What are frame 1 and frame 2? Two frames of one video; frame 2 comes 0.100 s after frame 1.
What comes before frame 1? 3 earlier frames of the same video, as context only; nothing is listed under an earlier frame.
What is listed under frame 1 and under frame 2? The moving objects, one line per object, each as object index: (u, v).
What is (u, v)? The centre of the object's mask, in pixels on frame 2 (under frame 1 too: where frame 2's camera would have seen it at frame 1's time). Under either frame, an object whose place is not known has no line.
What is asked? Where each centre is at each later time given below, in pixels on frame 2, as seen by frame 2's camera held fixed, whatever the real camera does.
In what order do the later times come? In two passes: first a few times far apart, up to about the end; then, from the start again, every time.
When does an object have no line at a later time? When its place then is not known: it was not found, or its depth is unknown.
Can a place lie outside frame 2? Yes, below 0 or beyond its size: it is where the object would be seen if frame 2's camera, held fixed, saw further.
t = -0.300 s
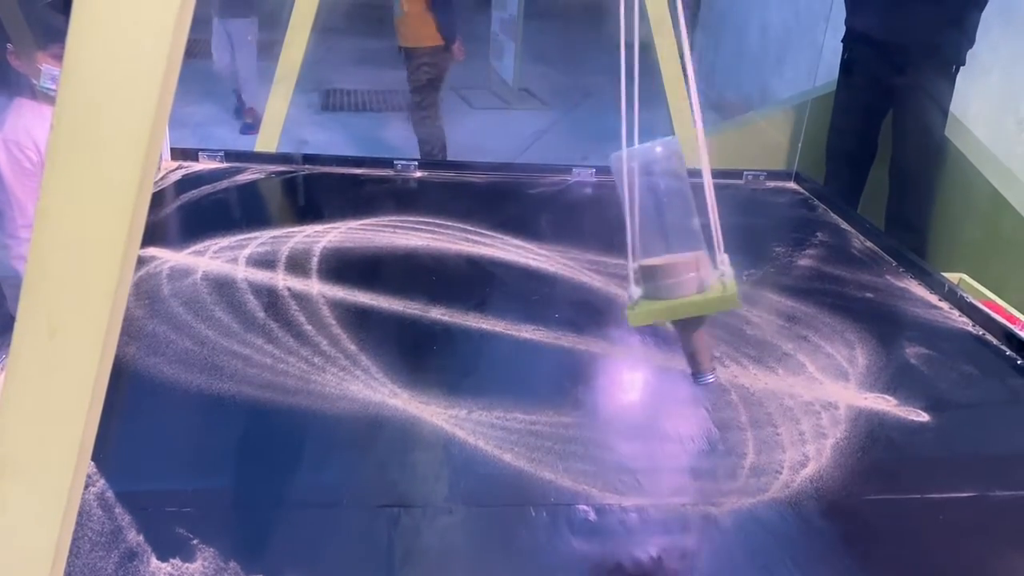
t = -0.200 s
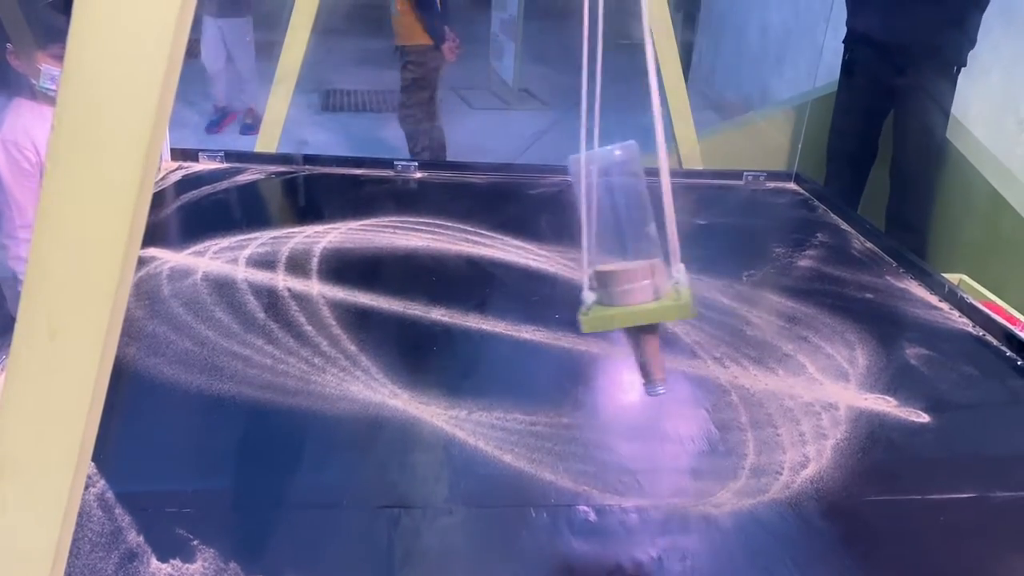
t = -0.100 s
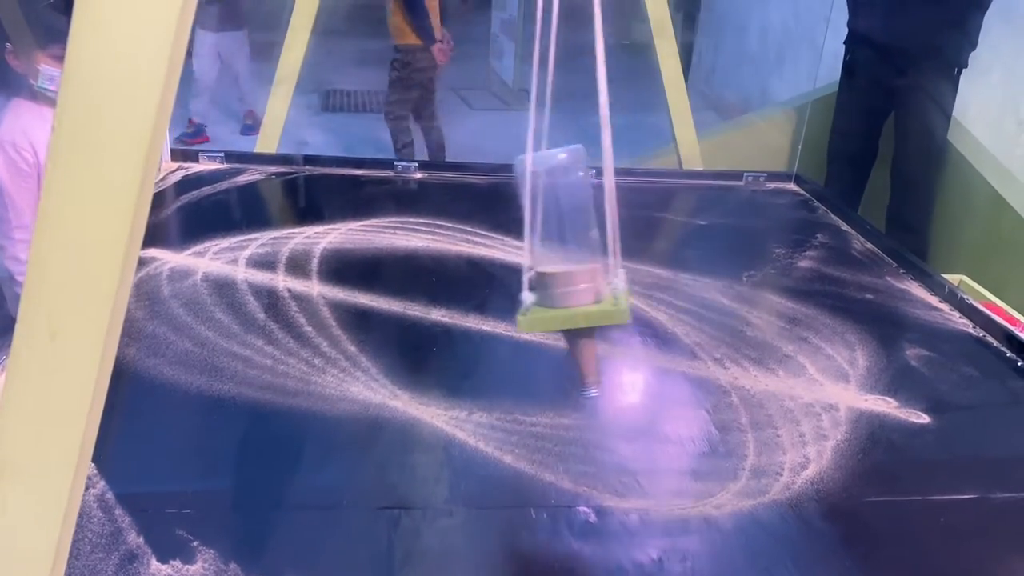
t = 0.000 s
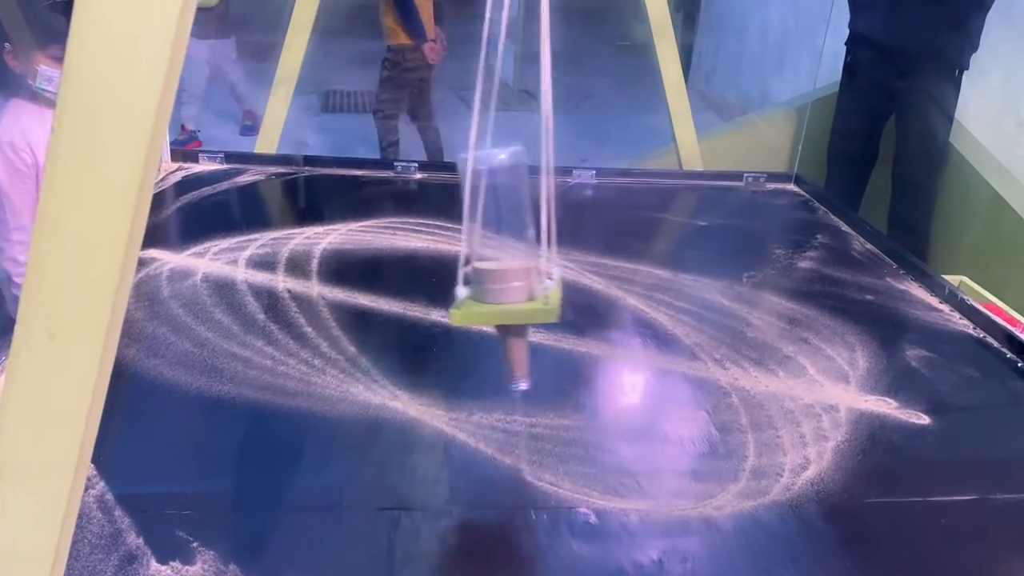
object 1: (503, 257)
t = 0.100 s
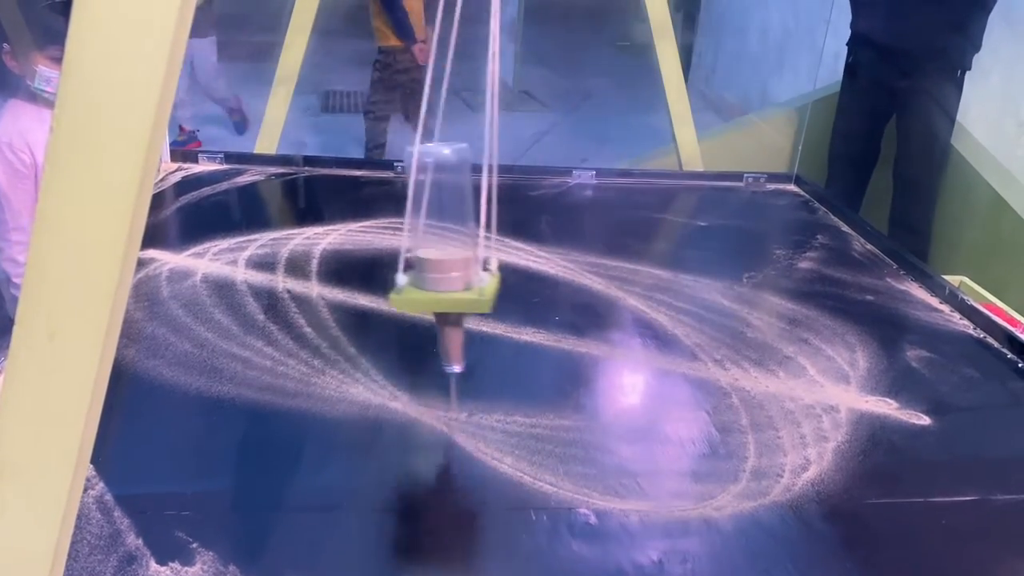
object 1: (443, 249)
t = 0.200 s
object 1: (394, 229)
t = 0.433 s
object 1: (344, 171)
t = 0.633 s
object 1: (356, 126)
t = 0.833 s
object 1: (403, 104)
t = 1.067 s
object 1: (480, 117)
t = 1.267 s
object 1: (554, 154)
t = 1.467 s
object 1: (625, 195)
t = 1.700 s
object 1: (673, 237)
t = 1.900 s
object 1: (649, 256)
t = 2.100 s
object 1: (553, 262)
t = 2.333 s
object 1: (426, 246)
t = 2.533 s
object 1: (365, 206)
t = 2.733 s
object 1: (360, 157)
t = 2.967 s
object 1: (402, 116)
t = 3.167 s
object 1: (459, 107)
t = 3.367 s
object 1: (523, 127)
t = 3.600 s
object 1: (597, 174)
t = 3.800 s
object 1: (646, 218)
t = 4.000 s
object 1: (648, 246)
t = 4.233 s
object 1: (570, 259)
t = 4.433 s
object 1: (466, 256)
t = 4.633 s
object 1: (388, 232)
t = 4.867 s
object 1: (367, 180)
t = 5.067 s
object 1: (394, 139)
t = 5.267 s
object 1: (445, 111)
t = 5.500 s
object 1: (515, 115)
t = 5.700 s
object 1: (574, 144)
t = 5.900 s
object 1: (623, 185)
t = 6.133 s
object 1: (639, 237)
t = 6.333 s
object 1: (595, 255)
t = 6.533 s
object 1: (505, 259)
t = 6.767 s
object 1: (403, 241)
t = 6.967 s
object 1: (371, 209)
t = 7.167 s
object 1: (386, 167)
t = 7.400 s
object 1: (441, 127)
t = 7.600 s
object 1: (501, 112)
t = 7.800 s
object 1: (557, 124)
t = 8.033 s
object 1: (612, 168)
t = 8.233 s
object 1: (631, 214)
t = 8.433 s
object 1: (610, 245)
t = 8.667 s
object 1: (521, 260)
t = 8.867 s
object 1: (427, 254)
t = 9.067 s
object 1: (373, 229)
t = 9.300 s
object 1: (378, 188)
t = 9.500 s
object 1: (421, 150)
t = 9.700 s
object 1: (481, 123)
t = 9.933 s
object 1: (549, 119)
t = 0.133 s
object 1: (425, 244)
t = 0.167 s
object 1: (409, 237)
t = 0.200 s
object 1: (394, 229)
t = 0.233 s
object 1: (382, 222)
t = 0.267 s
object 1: (372, 214)
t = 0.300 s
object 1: (363, 206)
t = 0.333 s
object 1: (356, 196)
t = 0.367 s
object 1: (350, 189)
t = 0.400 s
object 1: (346, 180)
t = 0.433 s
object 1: (344, 171)
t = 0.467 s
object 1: (343, 162)
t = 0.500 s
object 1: (343, 154)
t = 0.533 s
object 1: (345, 146)
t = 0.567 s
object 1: (348, 139)
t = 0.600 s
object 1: (352, 133)
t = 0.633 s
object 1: (356, 126)
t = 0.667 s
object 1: (363, 121)
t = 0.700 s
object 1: (369, 116)
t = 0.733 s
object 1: (377, 112)
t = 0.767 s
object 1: (385, 109)
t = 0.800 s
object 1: (393, 106)
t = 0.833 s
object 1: (403, 104)
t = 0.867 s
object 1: (413, 103)
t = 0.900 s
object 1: (423, 104)
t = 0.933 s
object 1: (434, 105)
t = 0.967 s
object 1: (445, 107)
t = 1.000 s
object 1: (456, 109)
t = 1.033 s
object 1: (468, 113)
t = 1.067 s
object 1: (480, 117)
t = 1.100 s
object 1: (492, 122)
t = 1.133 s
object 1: (505, 129)
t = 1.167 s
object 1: (517, 134)
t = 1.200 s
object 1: (530, 141)
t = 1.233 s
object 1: (542, 147)
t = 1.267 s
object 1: (554, 154)
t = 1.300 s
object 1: (567, 161)
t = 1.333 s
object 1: (579, 168)
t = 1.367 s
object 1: (591, 174)
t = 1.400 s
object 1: (603, 181)
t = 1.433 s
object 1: (614, 188)
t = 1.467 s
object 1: (625, 195)
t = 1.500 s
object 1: (635, 202)
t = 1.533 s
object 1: (644, 209)
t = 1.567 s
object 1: (654, 216)
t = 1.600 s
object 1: (661, 222)
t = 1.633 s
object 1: (667, 227)
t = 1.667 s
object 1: (671, 232)
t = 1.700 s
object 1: (673, 237)
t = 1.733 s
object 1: (674, 241)
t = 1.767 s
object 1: (674, 245)
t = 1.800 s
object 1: (671, 248)
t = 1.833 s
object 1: (666, 251)
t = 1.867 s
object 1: (658, 254)
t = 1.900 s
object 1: (649, 256)
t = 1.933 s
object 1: (636, 258)
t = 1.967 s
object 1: (622, 260)
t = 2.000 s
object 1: (607, 261)
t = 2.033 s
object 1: (589, 262)
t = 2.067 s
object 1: (572, 262)
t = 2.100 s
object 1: (553, 262)
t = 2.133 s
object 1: (534, 262)
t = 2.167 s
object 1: (515, 261)
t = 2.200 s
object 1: (495, 259)
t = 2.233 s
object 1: (476, 257)
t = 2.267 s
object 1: (458, 256)
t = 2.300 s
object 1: (442, 251)
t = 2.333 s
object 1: (426, 246)
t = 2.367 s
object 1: (412, 241)
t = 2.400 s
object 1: (399, 235)
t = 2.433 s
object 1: (388, 229)
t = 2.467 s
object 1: (379, 221)
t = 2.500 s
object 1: (371, 214)
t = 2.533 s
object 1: (365, 206)
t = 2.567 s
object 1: (360, 197)
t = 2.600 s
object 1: (358, 190)
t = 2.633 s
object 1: (356, 182)
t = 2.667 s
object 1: (356, 173)
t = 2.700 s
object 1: (358, 164)
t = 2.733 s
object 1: (360, 157)
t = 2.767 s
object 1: (363, 149)
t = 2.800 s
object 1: (368, 143)
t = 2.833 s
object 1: (373, 136)
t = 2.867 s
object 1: (379, 130)
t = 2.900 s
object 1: (386, 124)
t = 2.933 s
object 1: (394, 120)
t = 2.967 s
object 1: (402, 116)
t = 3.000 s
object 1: (410, 112)
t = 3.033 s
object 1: (419, 108)
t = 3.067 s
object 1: (429, 106)
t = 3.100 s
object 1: (439, 106)
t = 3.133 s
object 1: (449, 105)
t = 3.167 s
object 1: (459, 107)
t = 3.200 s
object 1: (469, 108)
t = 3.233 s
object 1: (479, 110)
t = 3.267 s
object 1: (491, 113)
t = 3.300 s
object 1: (502, 117)
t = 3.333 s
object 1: (512, 122)
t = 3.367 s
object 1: (523, 127)
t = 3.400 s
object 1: (534, 133)
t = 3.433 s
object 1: (545, 138)
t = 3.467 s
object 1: (555, 144)
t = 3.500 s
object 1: (566, 152)
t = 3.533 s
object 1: (577, 160)
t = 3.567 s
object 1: (588, 166)
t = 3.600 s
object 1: (597, 174)
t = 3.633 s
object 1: (607, 182)
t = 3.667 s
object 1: (618, 189)
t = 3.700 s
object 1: (626, 197)
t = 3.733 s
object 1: (634, 204)
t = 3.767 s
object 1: (641, 211)
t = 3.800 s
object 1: (646, 218)
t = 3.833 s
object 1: (650, 223)
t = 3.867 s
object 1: (653, 229)
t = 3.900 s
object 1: (655, 234)
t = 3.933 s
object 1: (654, 238)
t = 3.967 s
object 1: (652, 243)
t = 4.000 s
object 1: (648, 246)
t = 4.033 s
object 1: (643, 250)
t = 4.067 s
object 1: (635, 253)
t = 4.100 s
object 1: (625, 256)
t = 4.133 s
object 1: (614, 257)
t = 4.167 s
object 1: (601, 259)
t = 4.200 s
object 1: (585, 258)
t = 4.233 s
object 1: (570, 259)
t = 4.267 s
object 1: (554, 260)
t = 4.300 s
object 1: (537, 260)
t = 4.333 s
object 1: (519, 260)
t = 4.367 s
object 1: (501, 259)
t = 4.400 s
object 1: (484, 257)
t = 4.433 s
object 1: (466, 256)
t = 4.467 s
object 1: (450, 254)
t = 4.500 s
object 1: (435, 251)
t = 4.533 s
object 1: (421, 247)
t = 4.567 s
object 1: (408, 243)
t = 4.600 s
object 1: (397, 238)
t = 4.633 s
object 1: (388, 232)
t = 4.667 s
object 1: (381, 225)
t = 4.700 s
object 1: (376, 218)
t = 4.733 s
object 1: (371, 211)
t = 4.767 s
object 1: (367, 205)
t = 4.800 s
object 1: (366, 197)
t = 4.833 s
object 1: (365, 189)
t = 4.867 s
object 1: (367, 180)
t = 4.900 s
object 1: (369, 173)
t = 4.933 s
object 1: (373, 166)
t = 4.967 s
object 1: (377, 158)
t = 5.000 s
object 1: (381, 152)
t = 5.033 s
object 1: (387, 145)
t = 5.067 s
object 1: (394, 139)
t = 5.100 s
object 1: (401, 134)
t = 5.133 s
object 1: (409, 129)
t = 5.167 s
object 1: (417, 124)
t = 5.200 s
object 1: (425, 120)
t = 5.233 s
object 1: (435, 113)
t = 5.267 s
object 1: (445, 111)
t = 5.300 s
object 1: (454, 112)
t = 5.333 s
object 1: (464, 111)
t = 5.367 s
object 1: (474, 110)
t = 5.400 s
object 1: (484, 110)
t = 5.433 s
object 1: (494, 112)
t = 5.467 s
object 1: (504, 113)
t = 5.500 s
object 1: (515, 115)
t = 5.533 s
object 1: (525, 118)
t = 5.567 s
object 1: (535, 122)
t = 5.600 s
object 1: (545, 127)
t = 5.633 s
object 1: (555, 133)
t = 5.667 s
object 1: (564, 138)
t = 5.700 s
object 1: (574, 144)
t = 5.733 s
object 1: (583, 151)
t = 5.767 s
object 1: (593, 158)
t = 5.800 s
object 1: (601, 165)
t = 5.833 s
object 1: (609, 171)
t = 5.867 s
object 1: (616, 178)
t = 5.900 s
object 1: (623, 185)
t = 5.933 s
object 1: (629, 198)
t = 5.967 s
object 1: (633, 205)
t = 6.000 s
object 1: (637, 212)
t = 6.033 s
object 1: (640, 219)
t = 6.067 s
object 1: (641, 225)
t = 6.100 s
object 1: (641, 231)
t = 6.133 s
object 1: (639, 237)
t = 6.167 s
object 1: (636, 241)
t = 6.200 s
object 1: (632, 245)
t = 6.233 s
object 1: (626, 249)
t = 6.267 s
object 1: (618, 252)
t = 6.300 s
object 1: (608, 255)
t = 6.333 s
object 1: (595, 255)
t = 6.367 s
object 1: (582, 258)
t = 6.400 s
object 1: (569, 259)
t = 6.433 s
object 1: (554, 260)
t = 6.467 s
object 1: (538, 261)
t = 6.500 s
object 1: (522, 260)
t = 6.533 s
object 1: (505, 259)
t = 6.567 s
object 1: (487, 259)
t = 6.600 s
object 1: (471, 259)
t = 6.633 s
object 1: (455, 257)
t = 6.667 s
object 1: (440, 255)
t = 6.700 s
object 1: (426, 250)
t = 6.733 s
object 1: (414, 246)
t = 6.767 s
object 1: (403, 241)
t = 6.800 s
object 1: (394, 237)
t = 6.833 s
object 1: (387, 232)
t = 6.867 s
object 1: (380, 228)
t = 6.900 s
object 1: (376, 221)
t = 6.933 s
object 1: (373, 215)
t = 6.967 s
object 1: (371, 209)
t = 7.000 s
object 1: (370, 203)
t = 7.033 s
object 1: (371, 196)
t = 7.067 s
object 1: (372, 190)
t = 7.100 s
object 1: (376, 182)
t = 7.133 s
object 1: (381, 175)
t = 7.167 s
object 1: (386, 167)
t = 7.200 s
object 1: (393, 161)
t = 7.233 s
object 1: (400, 155)
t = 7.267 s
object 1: (407, 148)
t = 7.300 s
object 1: (415, 142)
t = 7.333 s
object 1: (423, 137)
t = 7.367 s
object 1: (431, 132)
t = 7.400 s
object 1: (441, 127)
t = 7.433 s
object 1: (450, 123)
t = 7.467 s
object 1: (459, 120)
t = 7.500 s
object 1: (470, 117)
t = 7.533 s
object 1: (480, 115)
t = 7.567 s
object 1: (491, 113)
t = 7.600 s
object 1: (501, 112)
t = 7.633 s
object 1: (510, 112)
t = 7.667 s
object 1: (520, 113)
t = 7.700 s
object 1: (529, 115)
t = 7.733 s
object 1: (540, 118)
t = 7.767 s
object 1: (549, 120)
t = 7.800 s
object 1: (557, 124)
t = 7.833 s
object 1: (566, 131)
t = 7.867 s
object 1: (574, 133)
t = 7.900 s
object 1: (582, 141)
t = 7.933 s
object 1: (590, 148)
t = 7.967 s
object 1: (597, 155)
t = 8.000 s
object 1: (607, 161)
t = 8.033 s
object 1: (612, 168)
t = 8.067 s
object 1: (616, 174)
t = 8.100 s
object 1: (622, 181)
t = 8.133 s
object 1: (625, 191)
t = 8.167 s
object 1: (628, 198)
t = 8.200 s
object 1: (631, 206)
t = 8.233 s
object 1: (631, 214)
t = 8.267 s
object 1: (631, 220)
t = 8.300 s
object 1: (630, 227)
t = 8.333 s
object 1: (627, 232)
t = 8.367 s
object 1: (623, 237)
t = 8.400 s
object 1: (618, 241)
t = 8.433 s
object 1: (610, 245)
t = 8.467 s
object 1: (601, 249)
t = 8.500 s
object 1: (591, 253)
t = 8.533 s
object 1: (578, 254)
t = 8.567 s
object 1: (565, 257)
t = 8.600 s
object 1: (552, 259)
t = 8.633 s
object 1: (537, 259)
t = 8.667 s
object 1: (521, 260)
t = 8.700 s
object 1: (505, 260)
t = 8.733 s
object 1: (489, 260)
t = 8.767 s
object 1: (473, 259)
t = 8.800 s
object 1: (456, 257)
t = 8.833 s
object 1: (441, 256)
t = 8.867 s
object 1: (427, 254)
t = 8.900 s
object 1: (415, 249)
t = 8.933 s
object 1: (403, 247)
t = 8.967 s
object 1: (393, 243)
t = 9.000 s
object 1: (385, 239)
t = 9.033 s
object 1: (378, 234)
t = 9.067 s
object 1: (373, 229)
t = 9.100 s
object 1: (370, 225)
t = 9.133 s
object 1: (368, 219)
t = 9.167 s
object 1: (367, 214)
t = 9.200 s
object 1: (368, 208)
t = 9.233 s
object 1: (370, 202)
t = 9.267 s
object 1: (374, 196)
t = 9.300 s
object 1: (378, 188)
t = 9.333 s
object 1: (383, 182)
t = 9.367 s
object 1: (390, 175)
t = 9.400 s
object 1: (398, 169)
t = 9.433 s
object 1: (405, 162)
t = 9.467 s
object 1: (414, 156)
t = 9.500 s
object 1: (421, 150)
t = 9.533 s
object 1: (433, 143)
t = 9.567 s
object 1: (441, 140)
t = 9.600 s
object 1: (451, 135)
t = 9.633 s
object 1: (461, 130)
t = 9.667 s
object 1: (472, 126)
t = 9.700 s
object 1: (481, 123)
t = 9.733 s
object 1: (490, 120)
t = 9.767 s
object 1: (501, 118)
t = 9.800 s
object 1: (511, 117)
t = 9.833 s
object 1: (520, 117)
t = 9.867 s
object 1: (530, 118)
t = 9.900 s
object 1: (539, 118)
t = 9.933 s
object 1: (549, 119)
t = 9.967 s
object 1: (557, 122)
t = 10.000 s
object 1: (566, 125)
